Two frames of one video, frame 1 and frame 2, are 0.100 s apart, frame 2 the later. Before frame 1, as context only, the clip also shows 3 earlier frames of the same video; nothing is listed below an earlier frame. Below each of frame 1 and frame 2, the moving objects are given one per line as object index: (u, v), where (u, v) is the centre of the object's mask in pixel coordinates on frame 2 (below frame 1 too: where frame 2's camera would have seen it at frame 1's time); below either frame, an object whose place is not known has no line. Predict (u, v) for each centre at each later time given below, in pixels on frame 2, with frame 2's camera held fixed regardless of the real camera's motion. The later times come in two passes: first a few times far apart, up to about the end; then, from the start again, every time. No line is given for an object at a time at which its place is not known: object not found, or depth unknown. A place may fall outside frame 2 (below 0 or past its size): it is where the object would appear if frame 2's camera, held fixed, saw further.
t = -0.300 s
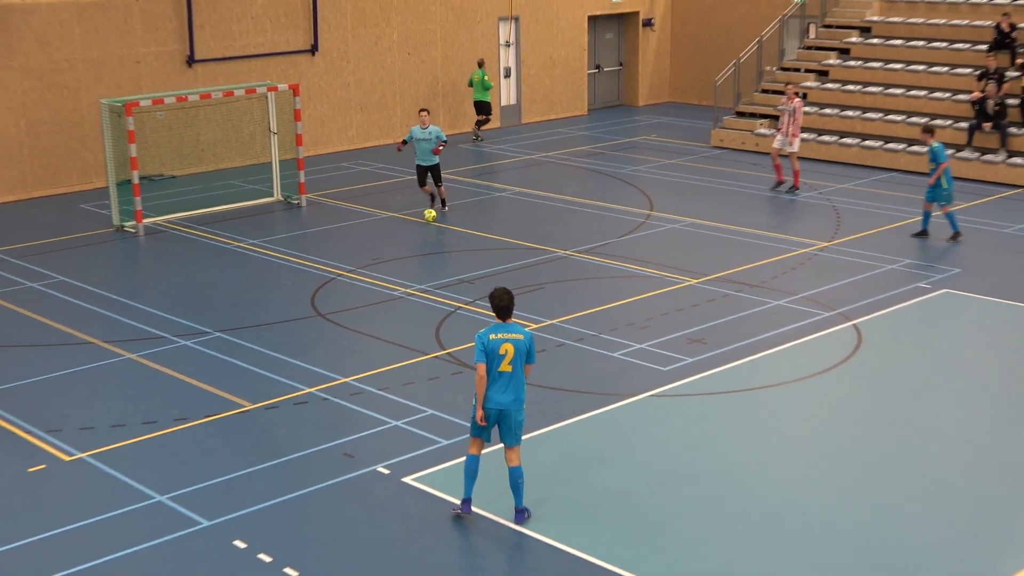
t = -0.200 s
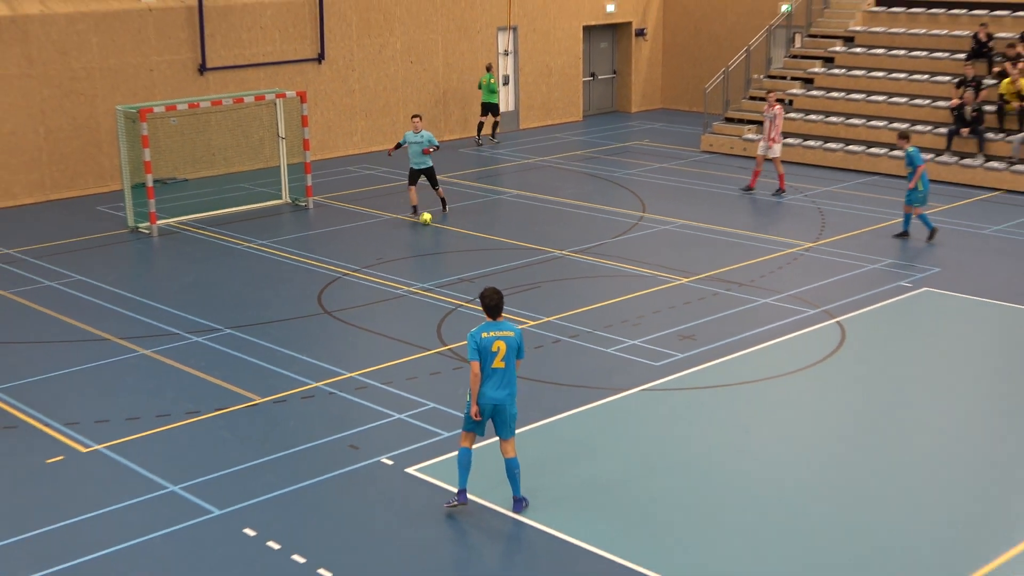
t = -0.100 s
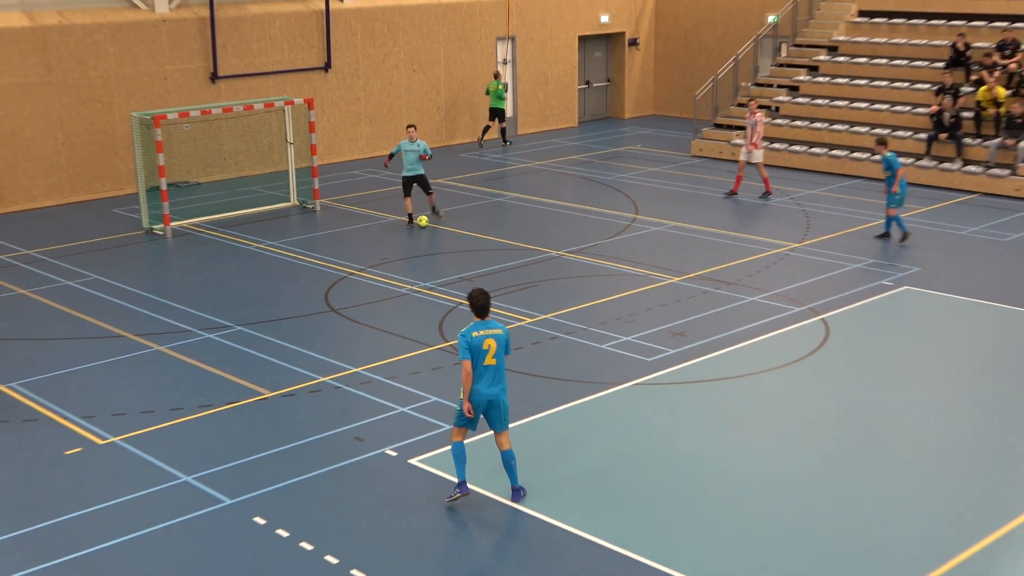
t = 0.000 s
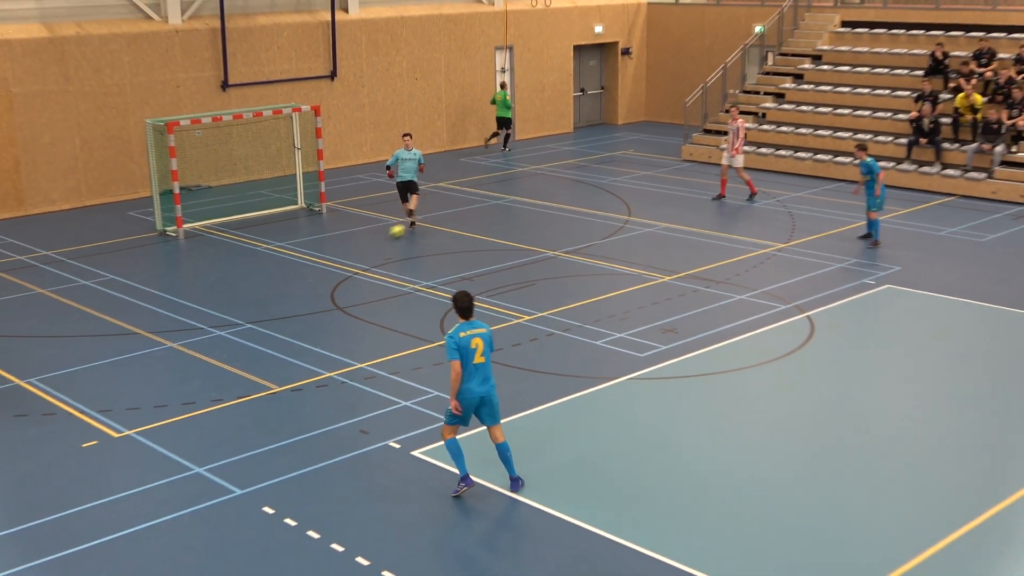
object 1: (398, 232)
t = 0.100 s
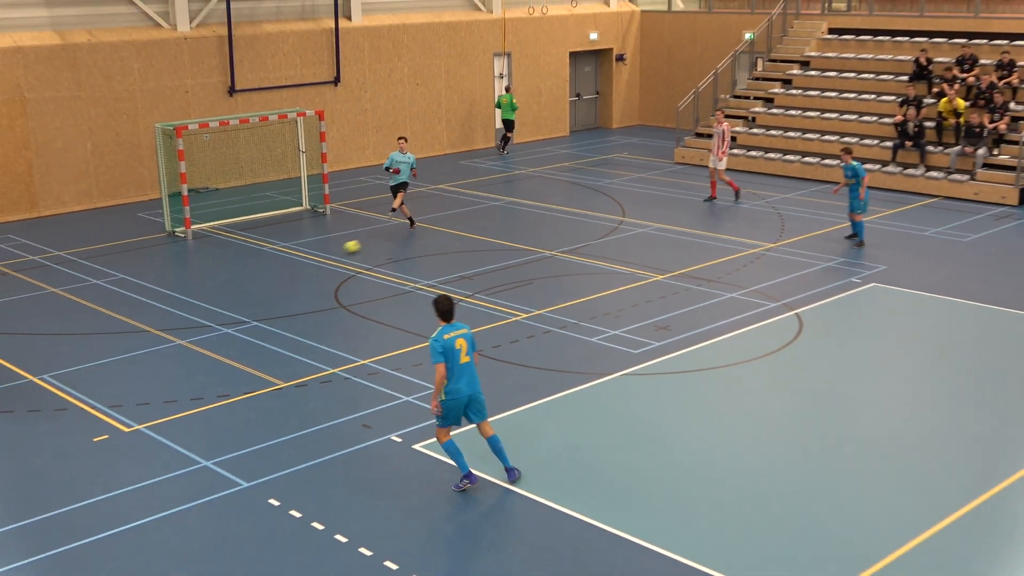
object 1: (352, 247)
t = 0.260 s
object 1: (273, 270)
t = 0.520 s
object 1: (133, 313)
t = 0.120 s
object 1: (342, 249)
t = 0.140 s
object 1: (333, 252)
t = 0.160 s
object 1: (323, 255)
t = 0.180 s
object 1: (313, 258)
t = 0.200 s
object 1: (303, 261)
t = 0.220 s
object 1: (293, 264)
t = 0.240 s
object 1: (283, 267)
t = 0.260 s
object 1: (273, 270)
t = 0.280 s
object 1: (263, 273)
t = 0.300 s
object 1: (252, 277)
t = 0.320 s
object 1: (242, 280)
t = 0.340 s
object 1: (231, 283)
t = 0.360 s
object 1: (220, 286)
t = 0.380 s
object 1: (210, 289)
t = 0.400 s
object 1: (199, 293)
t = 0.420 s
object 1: (188, 296)
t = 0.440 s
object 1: (177, 300)
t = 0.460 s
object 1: (166, 303)
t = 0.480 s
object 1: (155, 307)
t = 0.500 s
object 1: (144, 310)
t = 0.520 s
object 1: (133, 313)
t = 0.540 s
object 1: (122, 317)
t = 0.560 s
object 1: (110, 320)
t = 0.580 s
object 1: (99, 324)
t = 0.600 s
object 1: (87, 327)
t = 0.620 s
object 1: (76, 331)
